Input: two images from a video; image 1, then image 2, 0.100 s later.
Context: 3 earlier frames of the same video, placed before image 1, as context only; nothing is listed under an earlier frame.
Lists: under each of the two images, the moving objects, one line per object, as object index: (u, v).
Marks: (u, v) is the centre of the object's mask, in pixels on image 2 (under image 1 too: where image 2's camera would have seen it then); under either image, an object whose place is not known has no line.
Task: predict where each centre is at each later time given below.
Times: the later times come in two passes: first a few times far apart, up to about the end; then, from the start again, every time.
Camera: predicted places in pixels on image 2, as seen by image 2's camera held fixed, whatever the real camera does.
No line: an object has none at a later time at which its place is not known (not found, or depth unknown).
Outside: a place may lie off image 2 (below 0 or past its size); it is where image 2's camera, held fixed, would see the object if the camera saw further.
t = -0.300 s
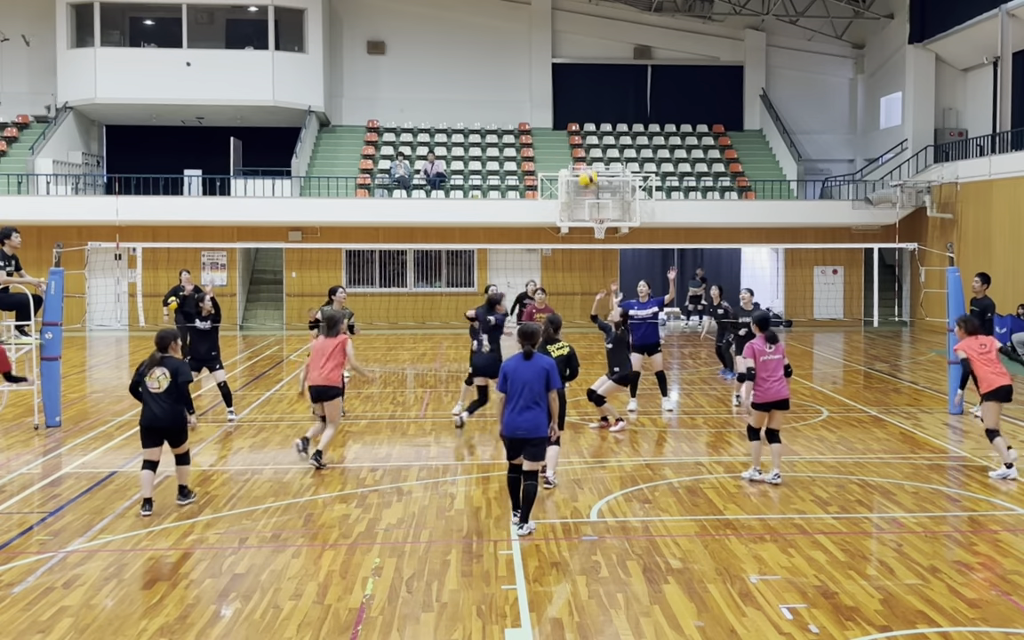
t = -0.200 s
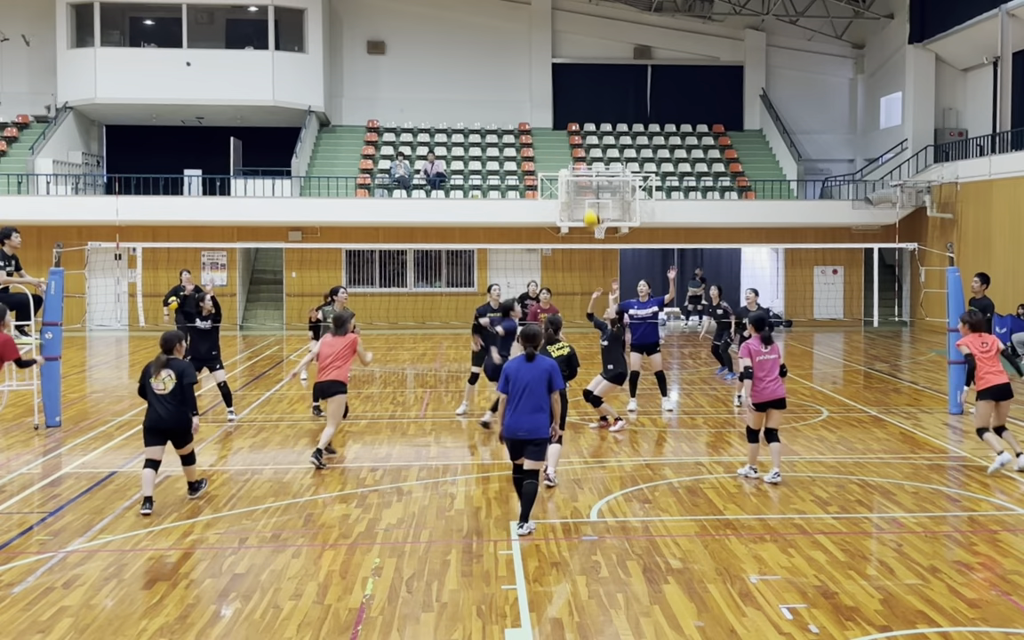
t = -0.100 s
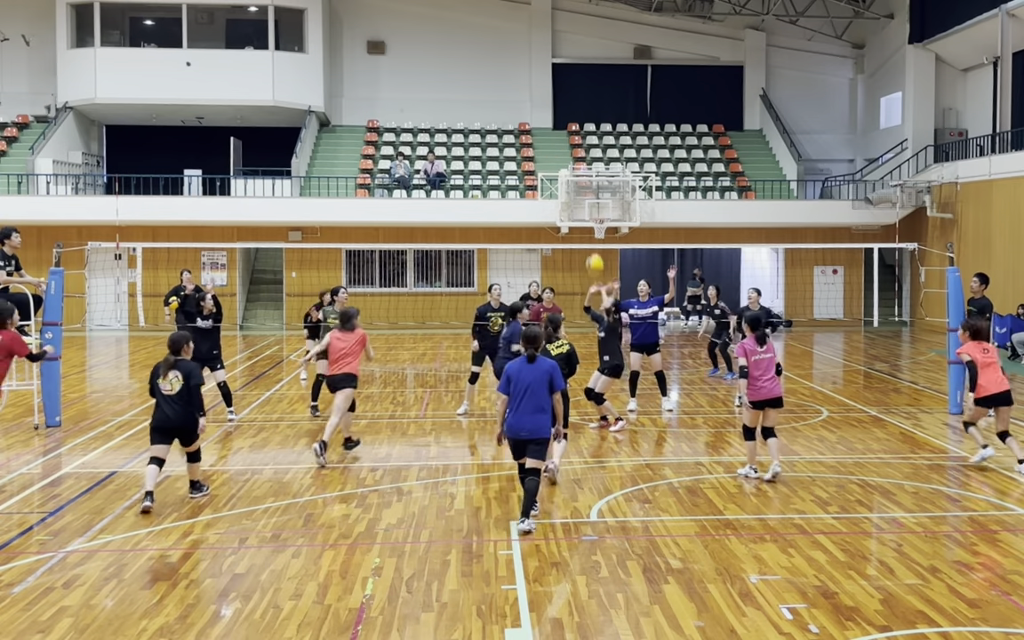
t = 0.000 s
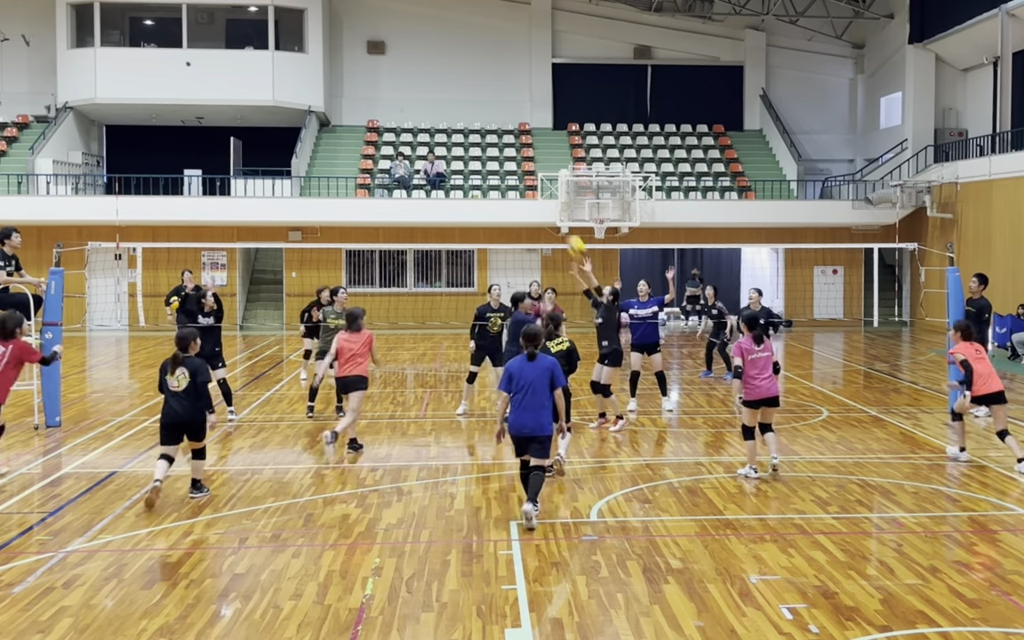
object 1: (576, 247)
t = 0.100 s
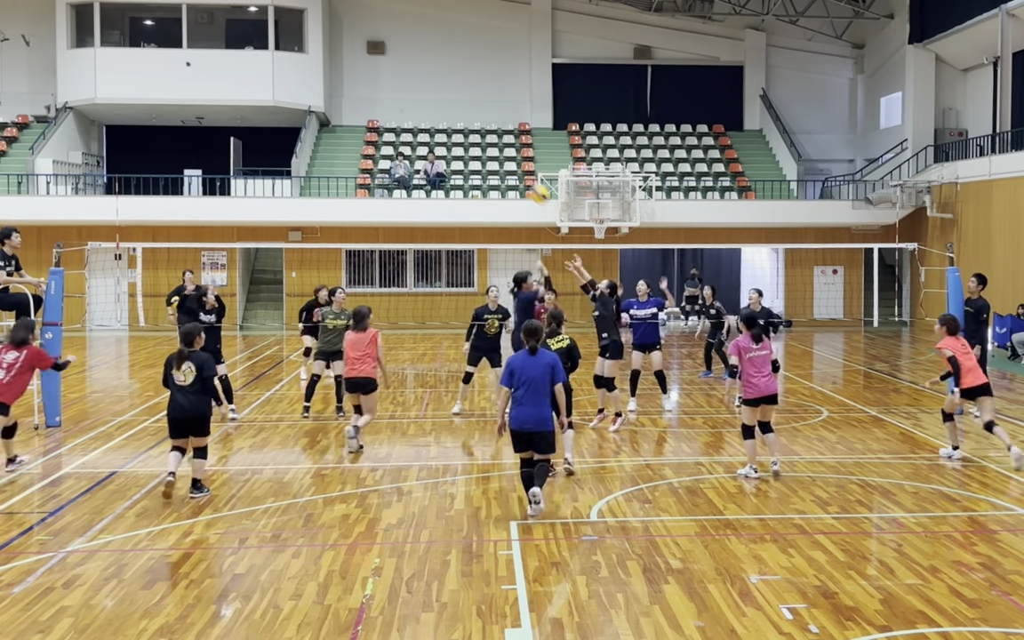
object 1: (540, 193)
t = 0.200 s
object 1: (504, 151)
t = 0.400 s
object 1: (434, 92)
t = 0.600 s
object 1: (366, 67)
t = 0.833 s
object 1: (289, 84)
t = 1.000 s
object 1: (236, 124)
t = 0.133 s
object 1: (527, 179)
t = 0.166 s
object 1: (516, 165)
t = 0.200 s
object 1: (504, 151)
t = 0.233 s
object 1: (492, 138)
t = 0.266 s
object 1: (480, 127)
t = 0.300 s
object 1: (468, 116)
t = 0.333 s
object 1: (457, 107)
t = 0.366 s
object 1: (445, 99)
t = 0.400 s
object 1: (434, 92)
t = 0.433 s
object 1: (422, 85)
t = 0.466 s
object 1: (411, 80)
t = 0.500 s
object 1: (400, 75)
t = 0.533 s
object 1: (388, 71)
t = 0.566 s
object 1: (377, 69)
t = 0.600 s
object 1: (366, 67)
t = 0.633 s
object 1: (354, 67)
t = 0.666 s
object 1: (343, 67)
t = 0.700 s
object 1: (332, 68)
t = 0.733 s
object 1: (322, 71)
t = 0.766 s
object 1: (310, 74)
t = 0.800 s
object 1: (300, 79)
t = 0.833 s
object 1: (289, 84)
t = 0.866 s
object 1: (278, 90)
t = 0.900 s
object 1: (267, 98)
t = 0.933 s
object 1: (256, 107)
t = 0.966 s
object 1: (246, 114)
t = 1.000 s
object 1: (236, 124)
